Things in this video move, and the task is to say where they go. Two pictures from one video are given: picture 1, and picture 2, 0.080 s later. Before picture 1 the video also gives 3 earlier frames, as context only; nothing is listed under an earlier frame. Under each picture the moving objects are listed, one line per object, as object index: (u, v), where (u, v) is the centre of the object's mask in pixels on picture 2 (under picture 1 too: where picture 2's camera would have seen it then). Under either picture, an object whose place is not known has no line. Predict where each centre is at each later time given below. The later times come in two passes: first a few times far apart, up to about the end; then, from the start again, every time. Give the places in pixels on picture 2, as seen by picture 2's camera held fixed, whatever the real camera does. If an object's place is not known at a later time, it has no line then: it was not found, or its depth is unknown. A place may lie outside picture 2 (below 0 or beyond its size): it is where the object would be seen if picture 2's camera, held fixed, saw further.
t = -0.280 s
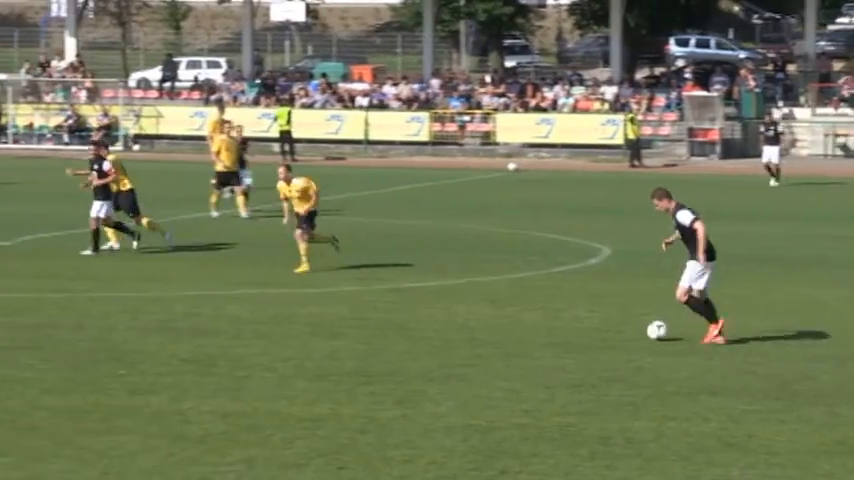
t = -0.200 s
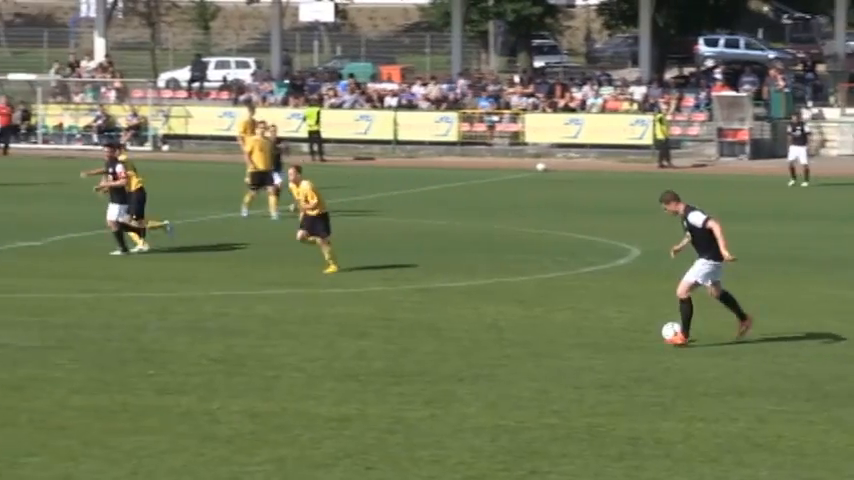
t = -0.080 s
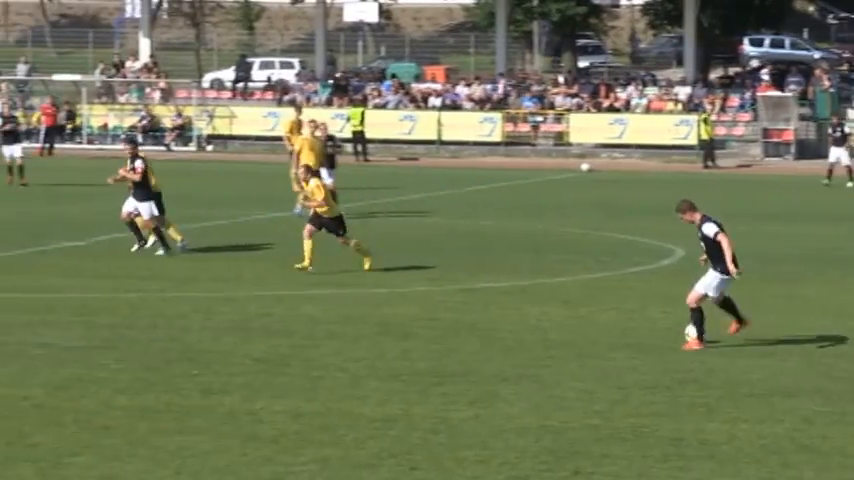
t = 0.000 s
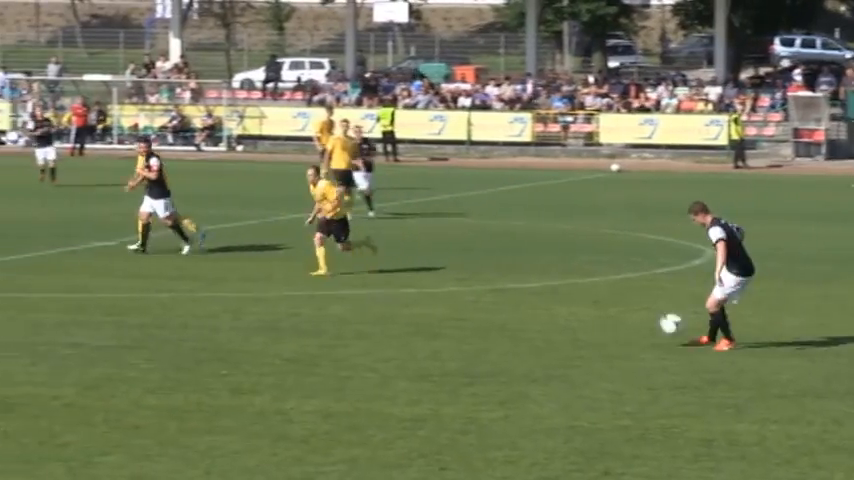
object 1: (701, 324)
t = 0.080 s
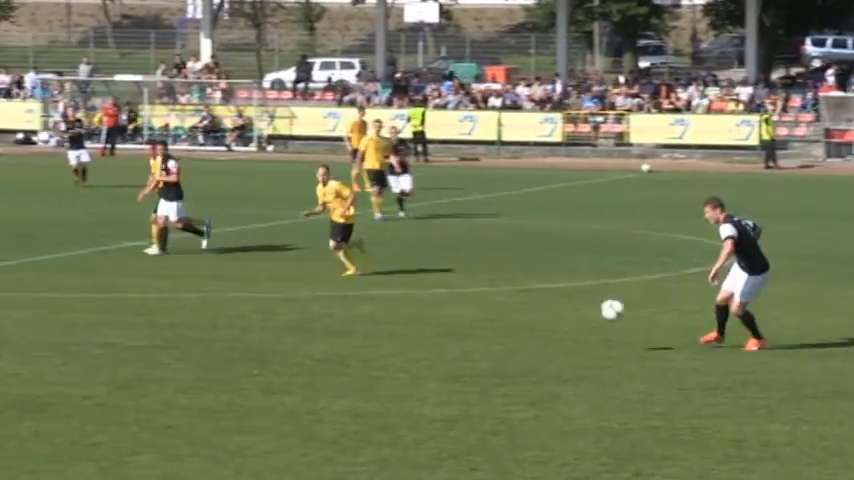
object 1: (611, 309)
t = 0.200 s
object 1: (477, 294)
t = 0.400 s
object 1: (242, 297)
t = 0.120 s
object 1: (566, 303)
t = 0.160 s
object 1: (521, 298)
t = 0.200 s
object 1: (477, 294)
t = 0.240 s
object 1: (431, 292)
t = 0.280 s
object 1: (384, 292)
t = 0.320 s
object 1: (338, 292)
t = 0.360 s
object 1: (291, 294)
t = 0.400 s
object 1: (242, 297)
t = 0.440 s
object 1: (193, 302)
